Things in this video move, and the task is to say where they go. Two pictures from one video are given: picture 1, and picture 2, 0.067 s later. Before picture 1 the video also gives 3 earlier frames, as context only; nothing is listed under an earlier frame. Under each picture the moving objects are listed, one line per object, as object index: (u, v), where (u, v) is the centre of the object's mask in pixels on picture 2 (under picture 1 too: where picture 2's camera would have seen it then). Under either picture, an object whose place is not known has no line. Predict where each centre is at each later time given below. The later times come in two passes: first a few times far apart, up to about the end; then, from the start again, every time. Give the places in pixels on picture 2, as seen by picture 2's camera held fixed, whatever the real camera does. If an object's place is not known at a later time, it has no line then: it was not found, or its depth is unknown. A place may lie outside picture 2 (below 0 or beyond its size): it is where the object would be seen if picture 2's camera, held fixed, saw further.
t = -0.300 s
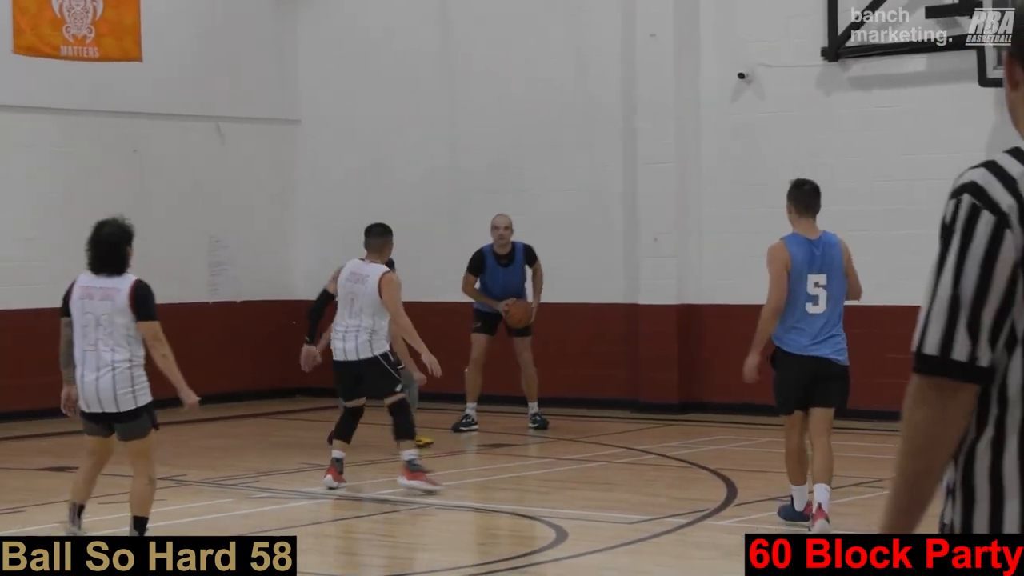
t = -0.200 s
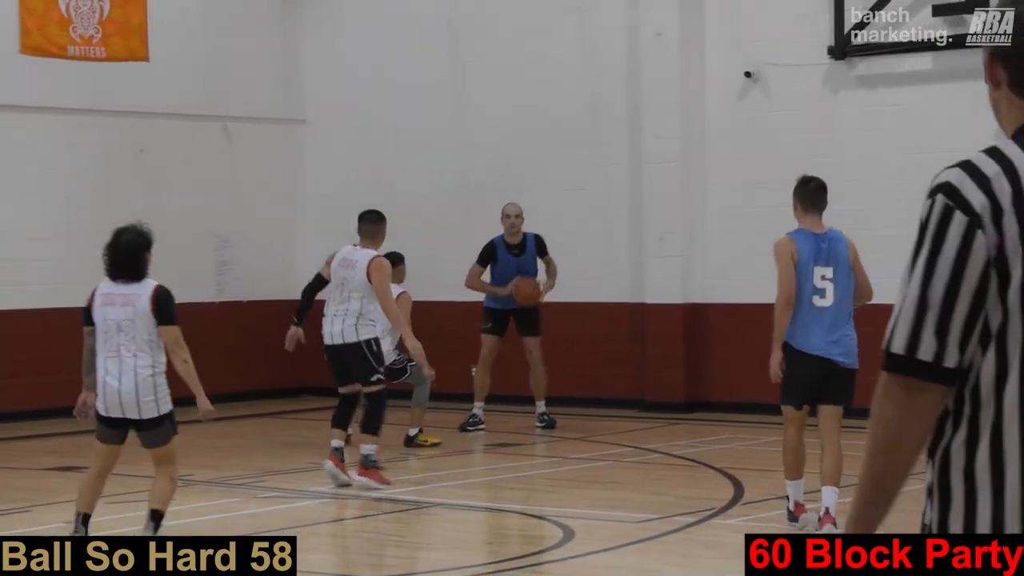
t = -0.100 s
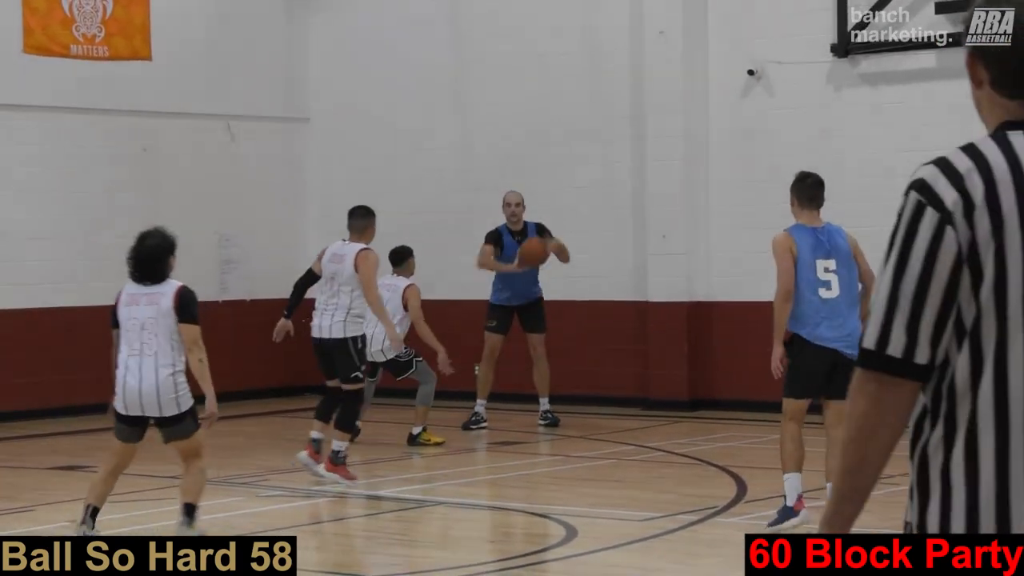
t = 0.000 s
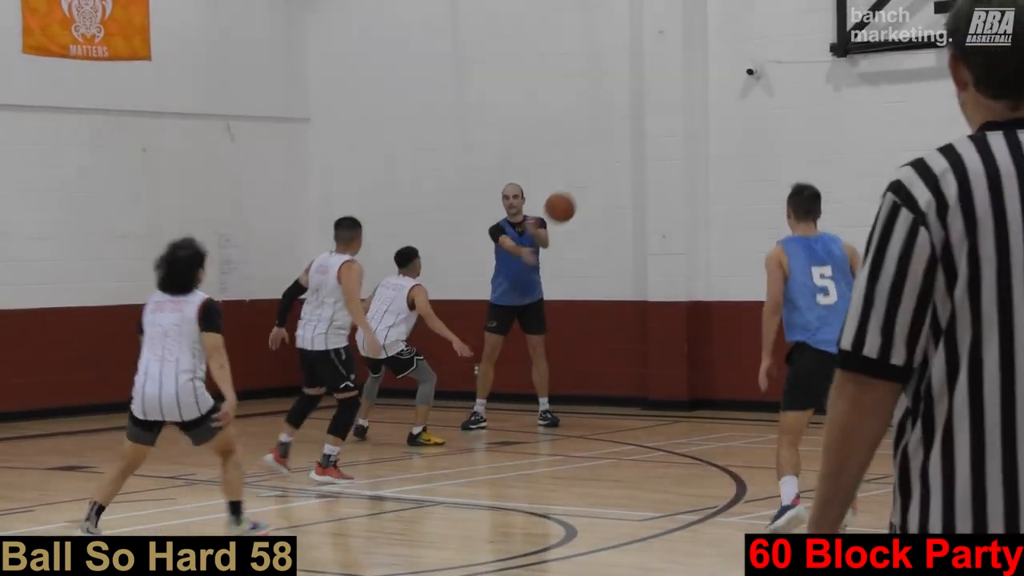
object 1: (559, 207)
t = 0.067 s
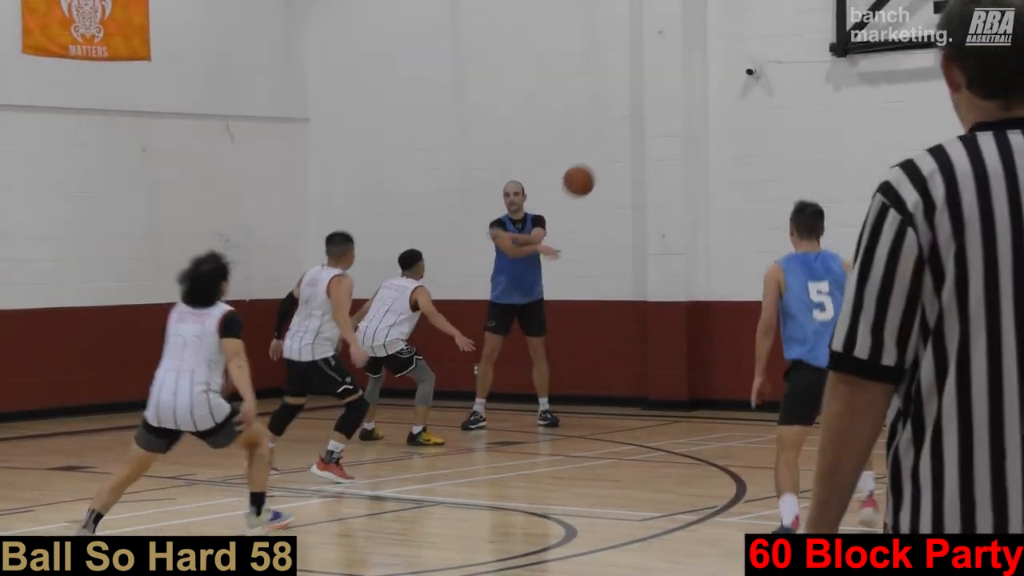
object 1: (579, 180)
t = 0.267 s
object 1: (644, 128)
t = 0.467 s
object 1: (726, 125)
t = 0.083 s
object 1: (584, 175)
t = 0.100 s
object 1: (588, 169)
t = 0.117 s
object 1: (594, 164)
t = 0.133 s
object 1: (599, 158)
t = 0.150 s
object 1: (604, 153)
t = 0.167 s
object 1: (609, 149)
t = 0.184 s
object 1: (616, 144)
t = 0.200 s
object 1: (621, 141)
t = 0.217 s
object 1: (627, 137)
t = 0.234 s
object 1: (633, 134)
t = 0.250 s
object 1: (639, 130)
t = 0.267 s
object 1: (644, 128)
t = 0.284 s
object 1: (650, 125)
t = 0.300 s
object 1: (656, 123)
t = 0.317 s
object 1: (663, 122)
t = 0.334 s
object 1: (670, 120)
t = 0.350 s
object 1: (676, 119)
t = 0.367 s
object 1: (683, 119)
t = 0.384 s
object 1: (690, 119)
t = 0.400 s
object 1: (697, 119)
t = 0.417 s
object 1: (704, 120)
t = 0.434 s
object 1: (711, 121)
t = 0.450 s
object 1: (719, 123)
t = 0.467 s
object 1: (726, 125)
